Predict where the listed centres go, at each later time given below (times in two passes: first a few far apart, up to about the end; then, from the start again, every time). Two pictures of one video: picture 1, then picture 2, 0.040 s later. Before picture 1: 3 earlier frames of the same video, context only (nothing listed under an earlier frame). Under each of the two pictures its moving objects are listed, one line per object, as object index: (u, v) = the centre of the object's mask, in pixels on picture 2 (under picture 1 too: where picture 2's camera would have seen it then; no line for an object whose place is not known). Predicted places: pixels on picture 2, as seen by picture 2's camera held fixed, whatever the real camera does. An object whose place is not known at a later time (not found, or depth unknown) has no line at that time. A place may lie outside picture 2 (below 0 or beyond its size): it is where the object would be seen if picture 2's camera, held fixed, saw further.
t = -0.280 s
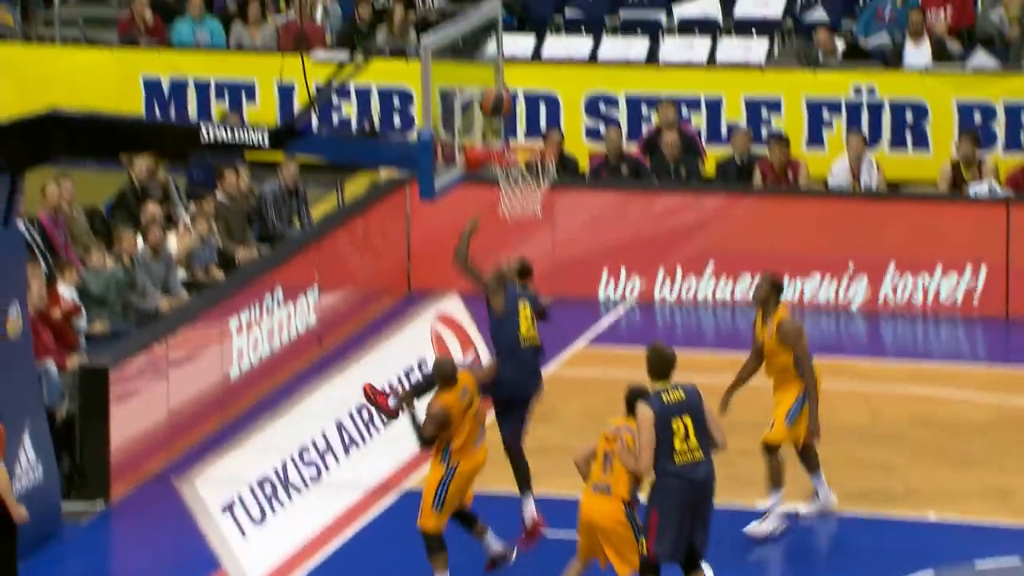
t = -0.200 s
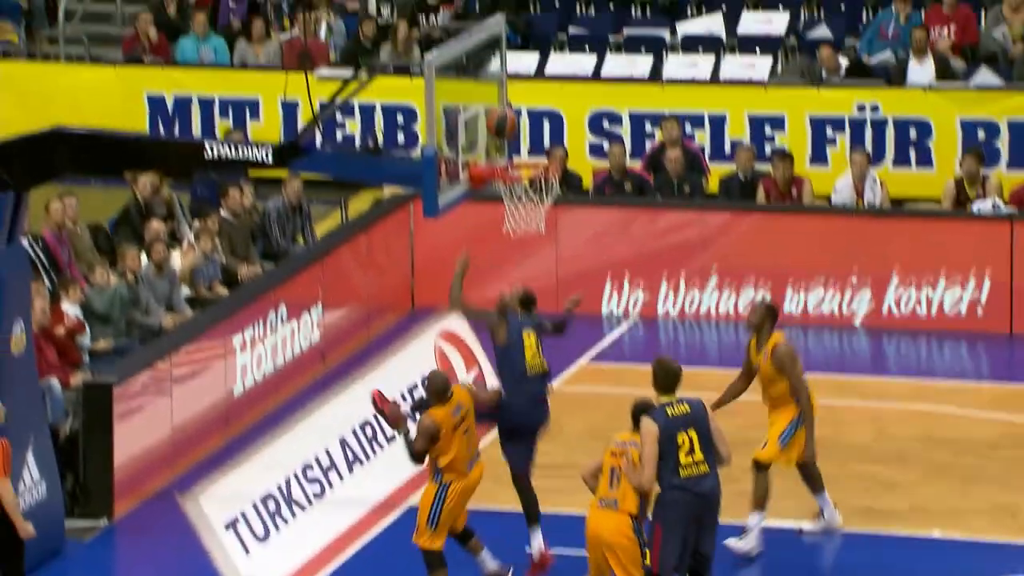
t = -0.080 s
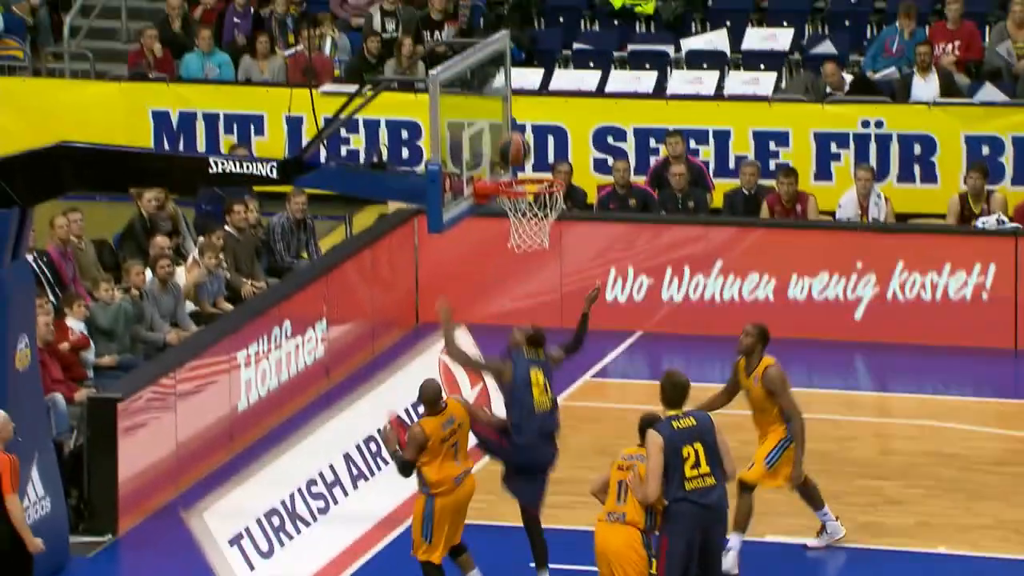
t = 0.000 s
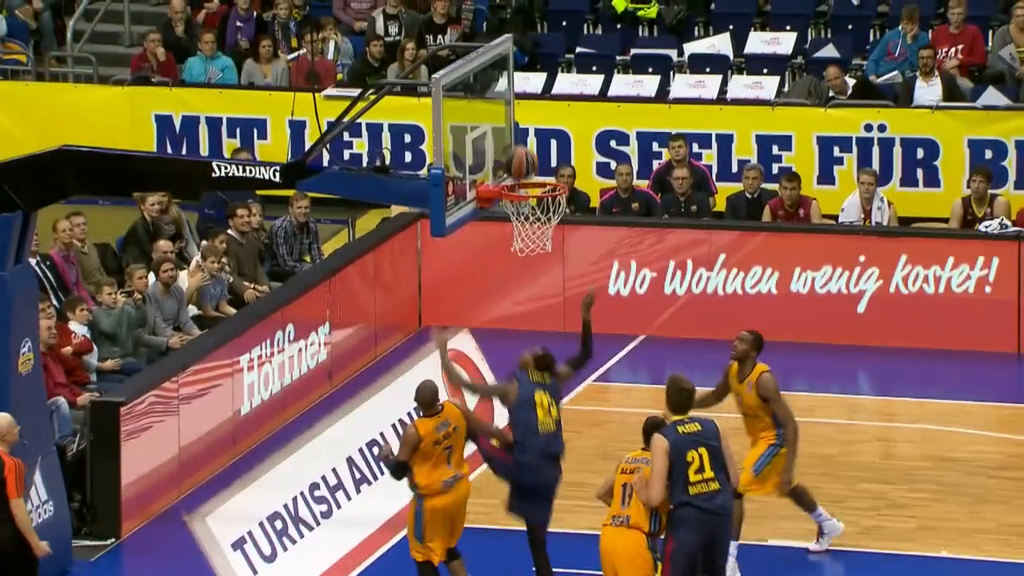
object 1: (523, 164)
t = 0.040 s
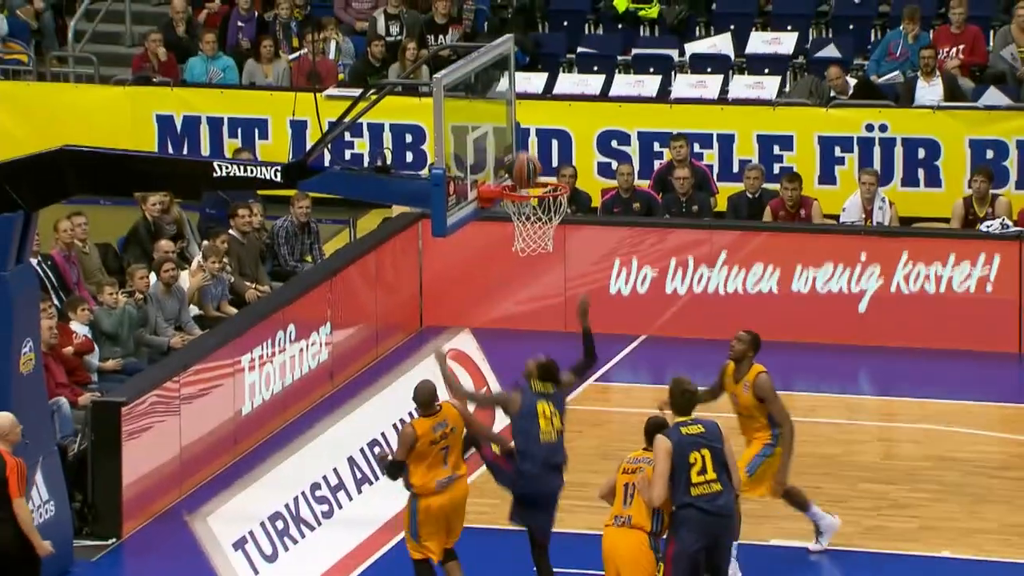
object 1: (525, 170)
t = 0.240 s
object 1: (541, 214)
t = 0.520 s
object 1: (547, 264)
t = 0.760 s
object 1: (556, 319)
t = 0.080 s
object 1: (526, 176)
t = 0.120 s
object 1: (529, 180)
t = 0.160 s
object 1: (536, 196)
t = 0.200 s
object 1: (537, 210)
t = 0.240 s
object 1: (541, 214)
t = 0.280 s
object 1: (539, 225)
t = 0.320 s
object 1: (540, 232)
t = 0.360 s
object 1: (542, 238)
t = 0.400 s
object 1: (543, 253)
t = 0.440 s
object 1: (545, 256)
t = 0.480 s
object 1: (546, 259)
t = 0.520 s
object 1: (547, 264)
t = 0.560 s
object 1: (549, 272)
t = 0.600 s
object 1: (551, 282)
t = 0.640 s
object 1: (552, 290)
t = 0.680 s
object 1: (553, 298)
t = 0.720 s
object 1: (555, 308)
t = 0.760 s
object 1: (556, 319)
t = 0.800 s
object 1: (558, 328)
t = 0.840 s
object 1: (560, 351)
